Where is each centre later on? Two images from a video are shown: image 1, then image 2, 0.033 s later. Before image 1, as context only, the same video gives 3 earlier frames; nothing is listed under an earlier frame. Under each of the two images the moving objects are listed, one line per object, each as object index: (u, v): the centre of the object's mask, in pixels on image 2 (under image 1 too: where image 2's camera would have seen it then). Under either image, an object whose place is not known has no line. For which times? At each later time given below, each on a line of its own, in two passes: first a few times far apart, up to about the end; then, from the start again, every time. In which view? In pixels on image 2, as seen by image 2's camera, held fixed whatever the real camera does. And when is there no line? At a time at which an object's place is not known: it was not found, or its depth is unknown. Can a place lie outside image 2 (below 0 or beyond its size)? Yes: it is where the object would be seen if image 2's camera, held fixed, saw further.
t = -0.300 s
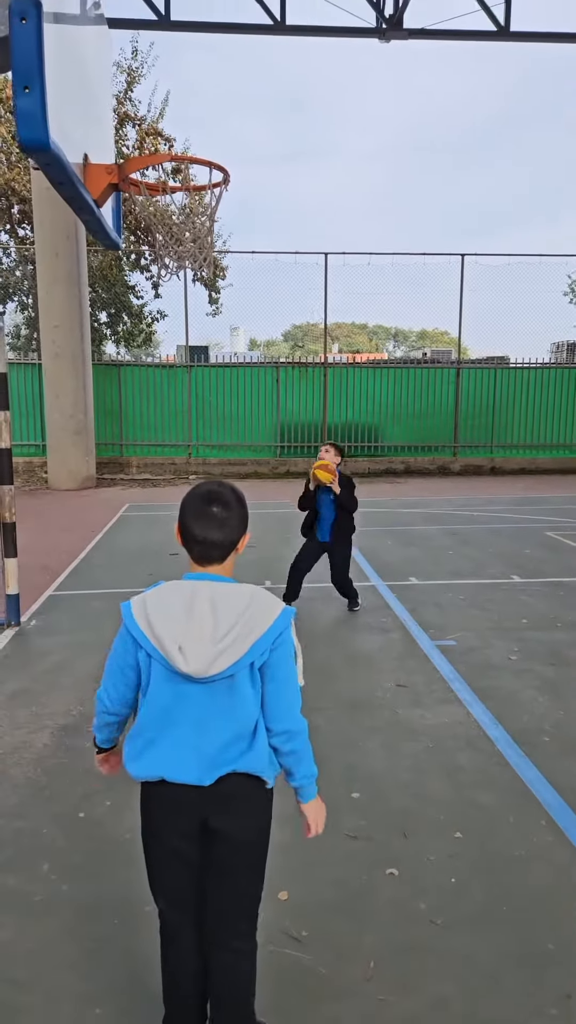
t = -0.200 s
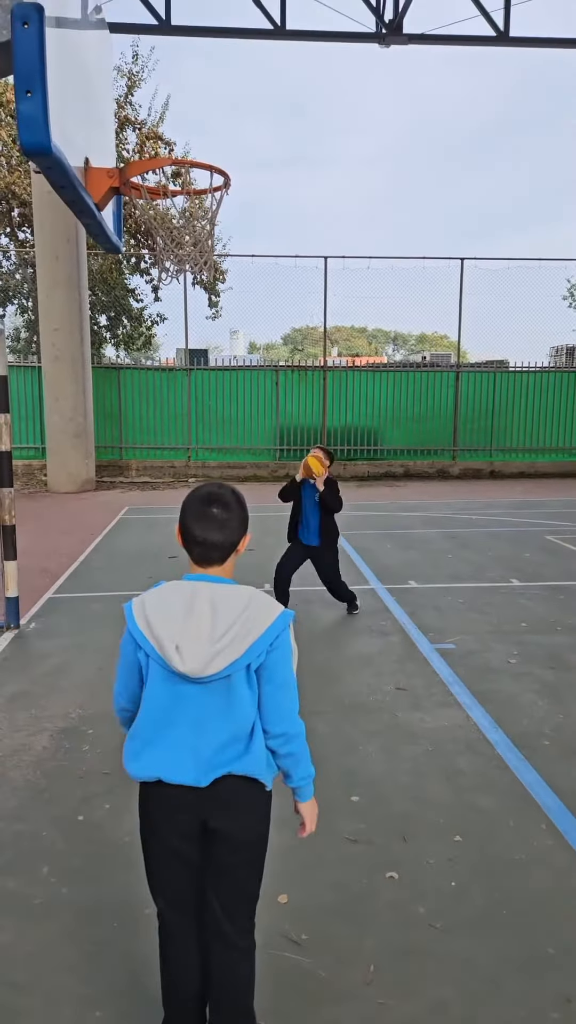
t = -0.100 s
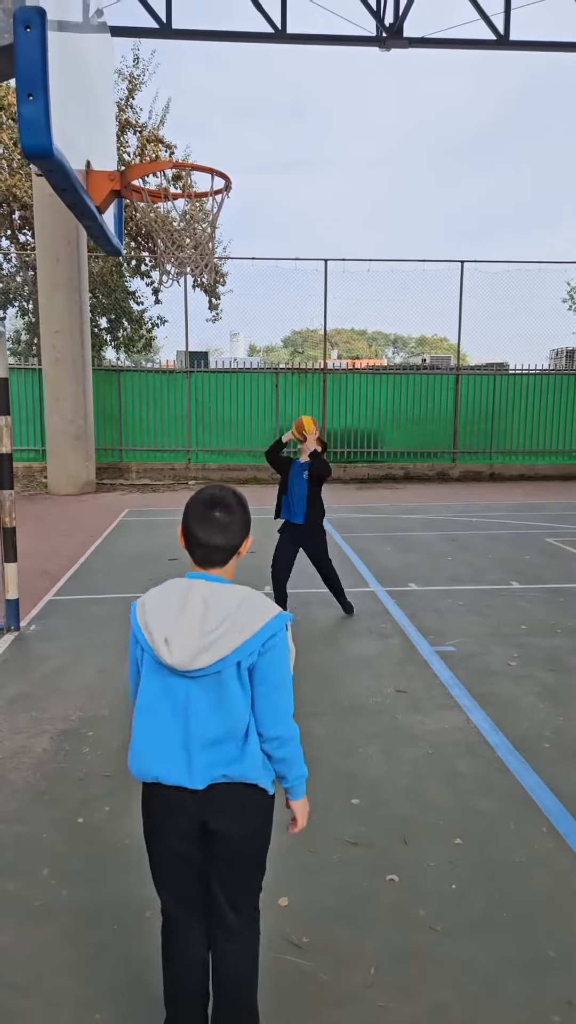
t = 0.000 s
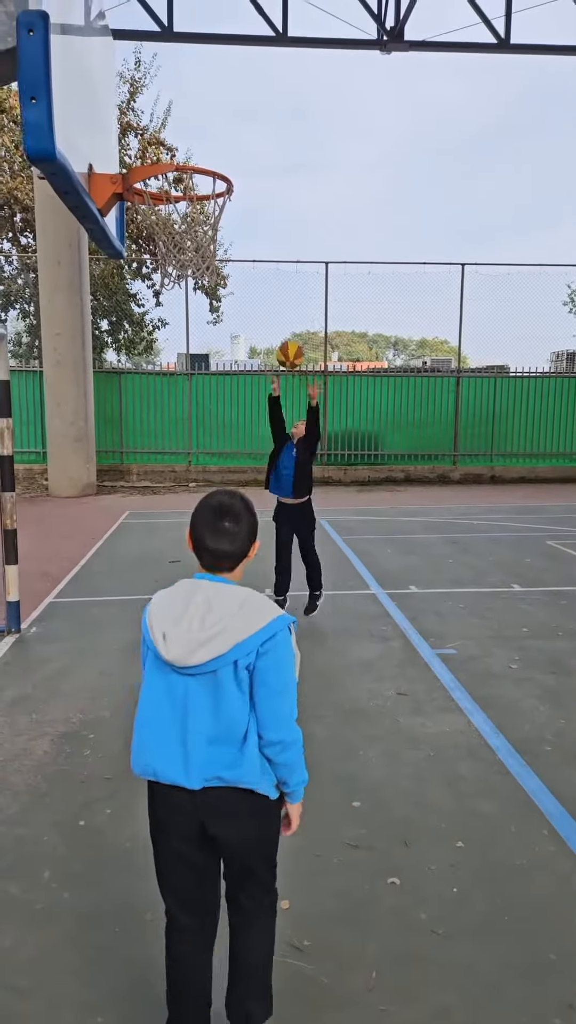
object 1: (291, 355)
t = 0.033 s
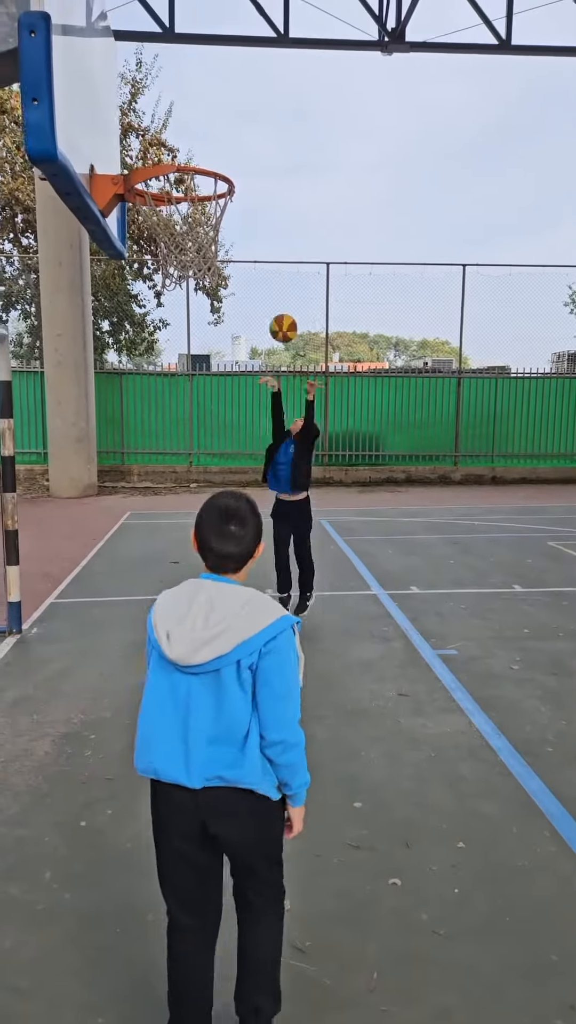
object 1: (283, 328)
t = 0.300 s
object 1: (208, 139)
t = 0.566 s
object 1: (110, 46)
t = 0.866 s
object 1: (199, 179)
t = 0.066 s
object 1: (275, 301)
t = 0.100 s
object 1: (267, 276)
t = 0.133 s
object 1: (258, 250)
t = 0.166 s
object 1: (249, 226)
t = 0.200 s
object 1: (241, 204)
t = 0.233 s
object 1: (233, 176)
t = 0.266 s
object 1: (219, 158)
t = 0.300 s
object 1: (208, 139)
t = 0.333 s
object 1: (196, 121)
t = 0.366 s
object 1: (184, 104)
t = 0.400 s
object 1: (172, 89)
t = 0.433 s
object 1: (160, 76)
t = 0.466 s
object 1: (146, 66)
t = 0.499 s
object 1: (132, 56)
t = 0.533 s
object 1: (117, 48)
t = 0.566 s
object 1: (110, 46)
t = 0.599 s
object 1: (119, 48)
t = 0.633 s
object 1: (129, 54)
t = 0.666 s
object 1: (139, 63)
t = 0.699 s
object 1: (148, 75)
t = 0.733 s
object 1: (158, 90)
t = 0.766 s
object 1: (168, 107)
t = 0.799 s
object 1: (178, 128)
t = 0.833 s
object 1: (189, 152)
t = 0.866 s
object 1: (199, 179)
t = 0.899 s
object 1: (210, 208)
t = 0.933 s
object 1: (221, 242)
